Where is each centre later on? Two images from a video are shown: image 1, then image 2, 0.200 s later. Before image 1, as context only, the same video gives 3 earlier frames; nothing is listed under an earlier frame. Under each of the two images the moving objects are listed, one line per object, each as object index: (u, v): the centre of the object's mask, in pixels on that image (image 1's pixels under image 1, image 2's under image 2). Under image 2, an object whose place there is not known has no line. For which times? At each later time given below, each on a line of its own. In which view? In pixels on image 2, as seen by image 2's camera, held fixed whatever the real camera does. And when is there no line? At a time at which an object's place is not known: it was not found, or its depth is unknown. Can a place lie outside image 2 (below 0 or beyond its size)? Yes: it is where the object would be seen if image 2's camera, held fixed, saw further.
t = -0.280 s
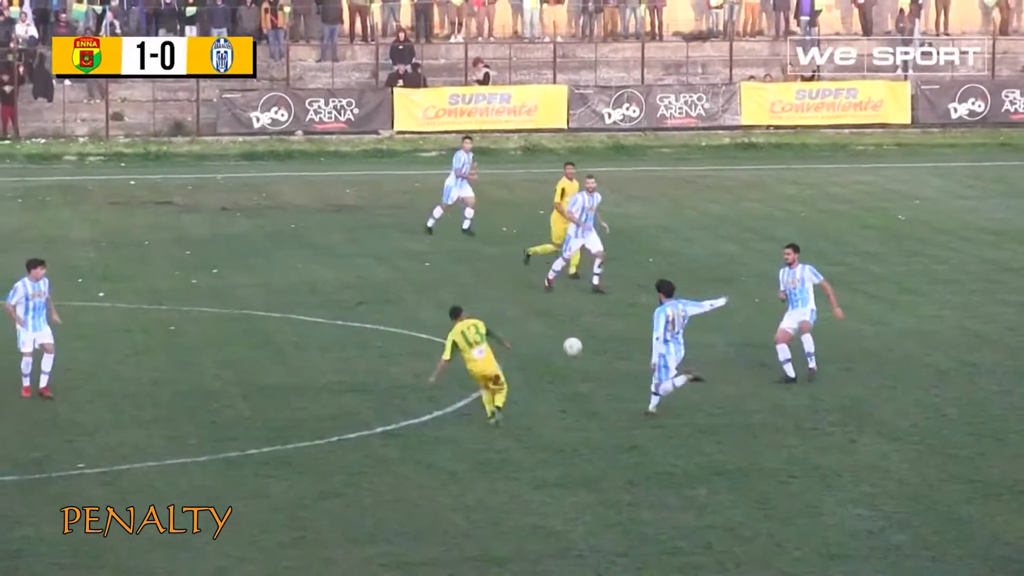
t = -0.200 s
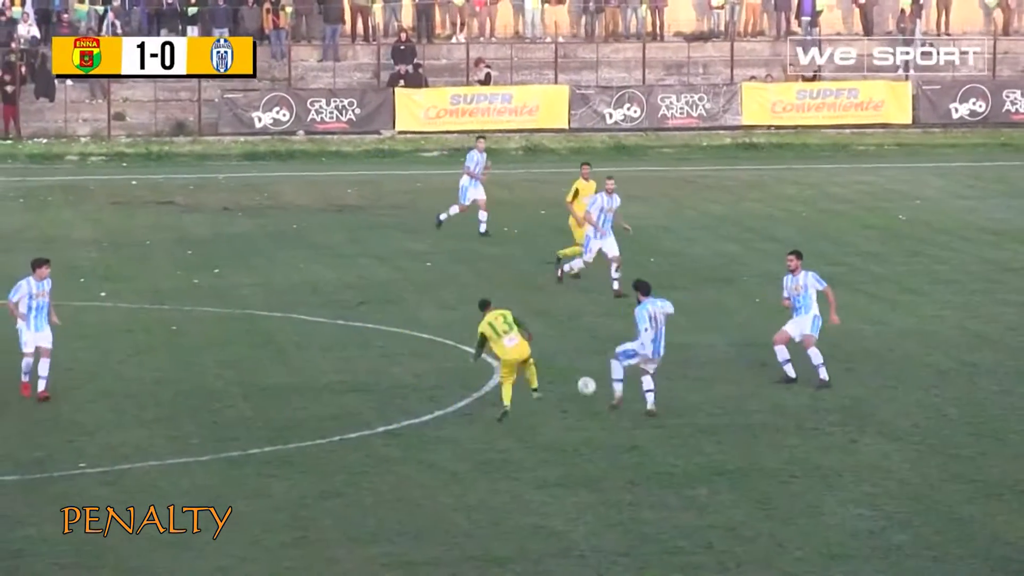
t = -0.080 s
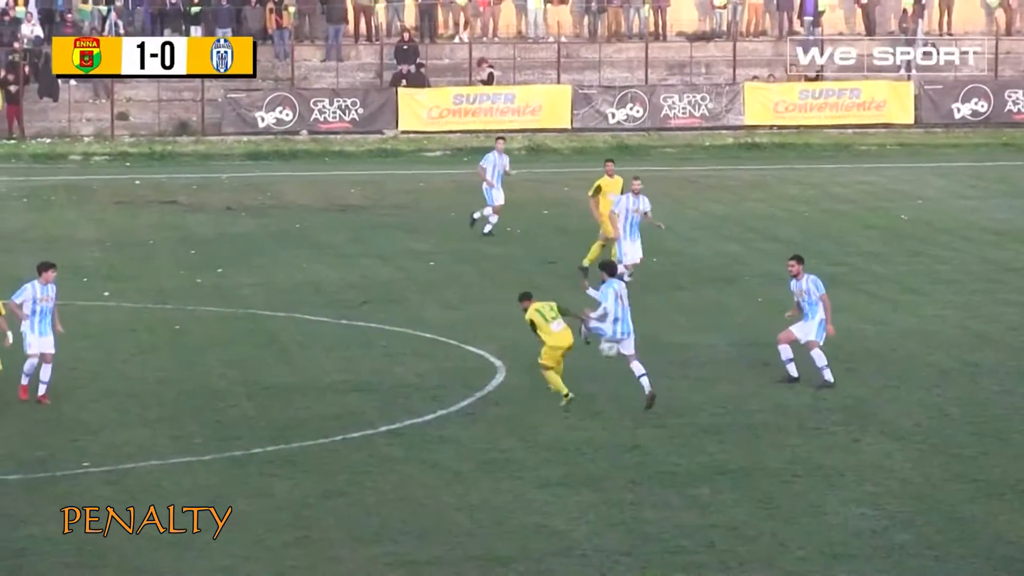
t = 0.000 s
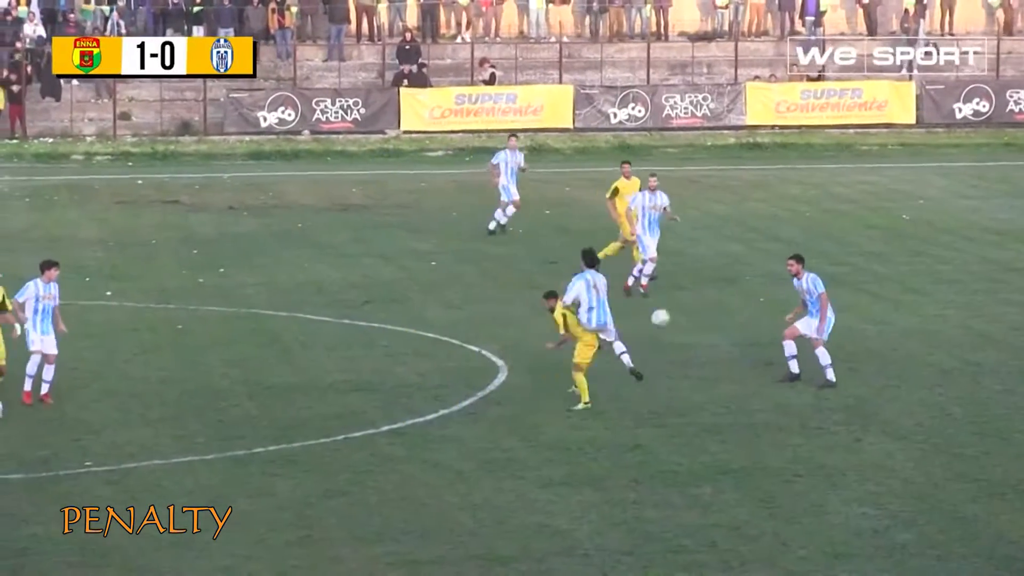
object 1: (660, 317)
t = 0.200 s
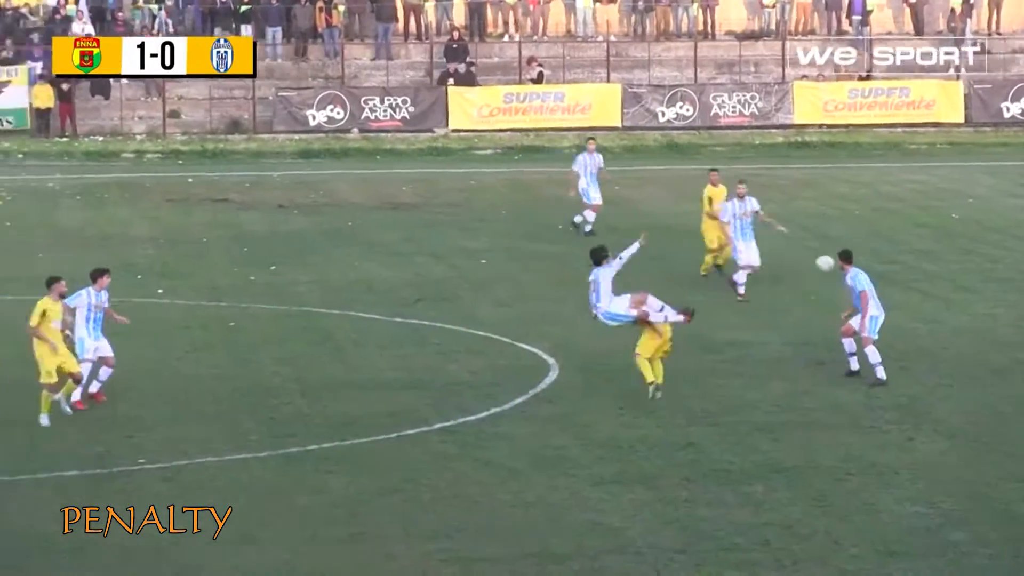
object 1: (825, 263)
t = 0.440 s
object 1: (943, 237)
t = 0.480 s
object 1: (959, 236)
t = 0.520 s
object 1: (971, 236)
